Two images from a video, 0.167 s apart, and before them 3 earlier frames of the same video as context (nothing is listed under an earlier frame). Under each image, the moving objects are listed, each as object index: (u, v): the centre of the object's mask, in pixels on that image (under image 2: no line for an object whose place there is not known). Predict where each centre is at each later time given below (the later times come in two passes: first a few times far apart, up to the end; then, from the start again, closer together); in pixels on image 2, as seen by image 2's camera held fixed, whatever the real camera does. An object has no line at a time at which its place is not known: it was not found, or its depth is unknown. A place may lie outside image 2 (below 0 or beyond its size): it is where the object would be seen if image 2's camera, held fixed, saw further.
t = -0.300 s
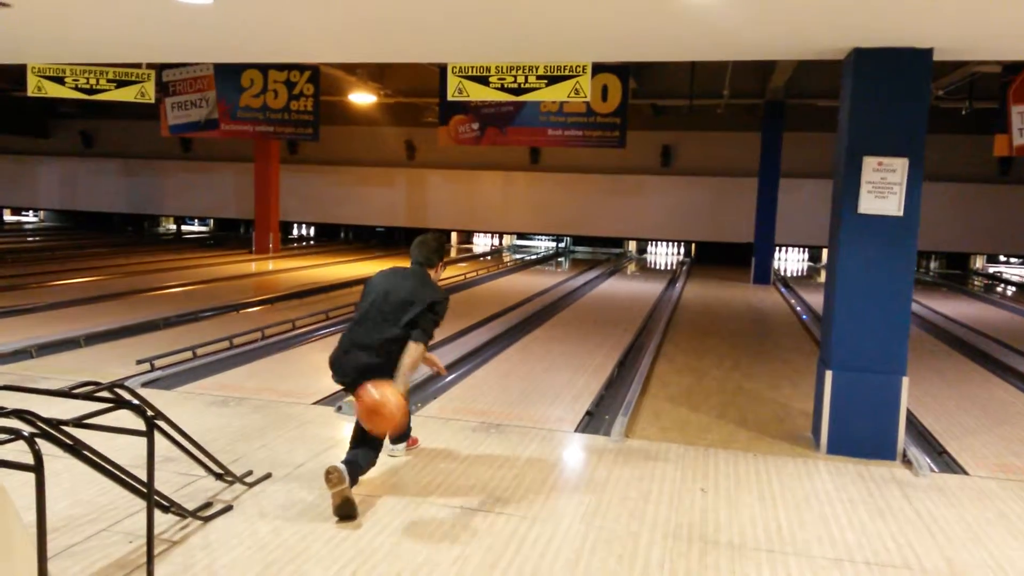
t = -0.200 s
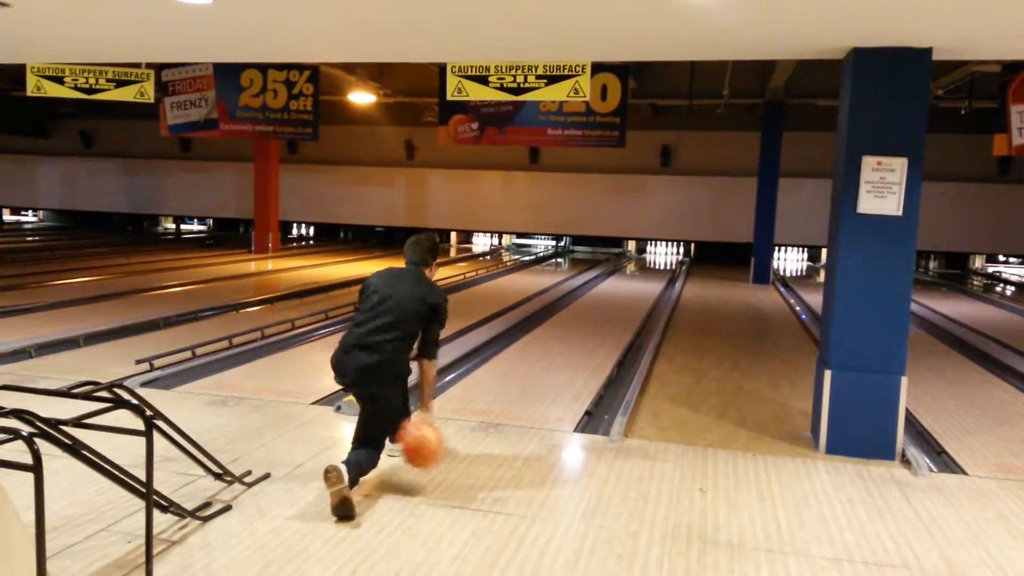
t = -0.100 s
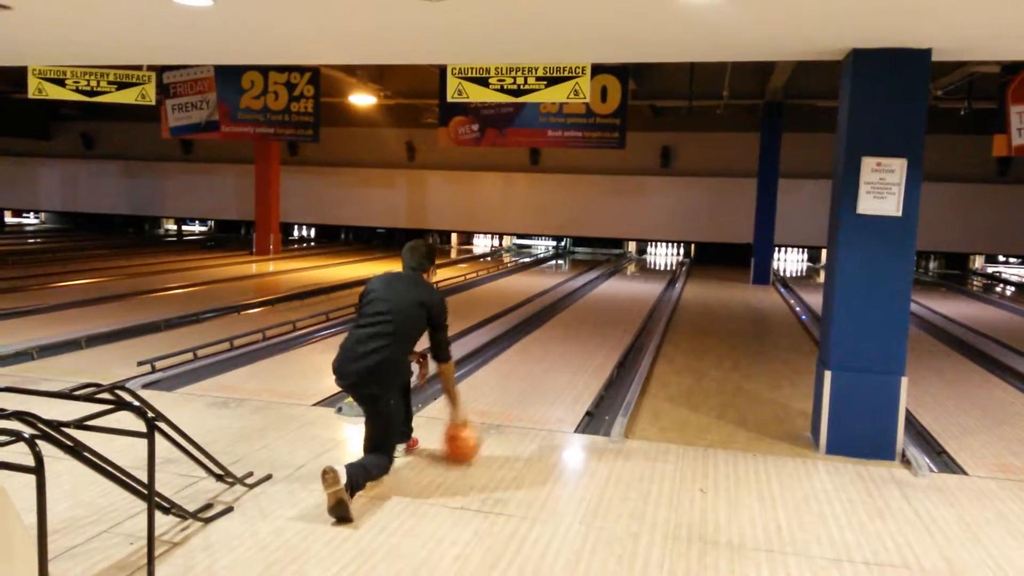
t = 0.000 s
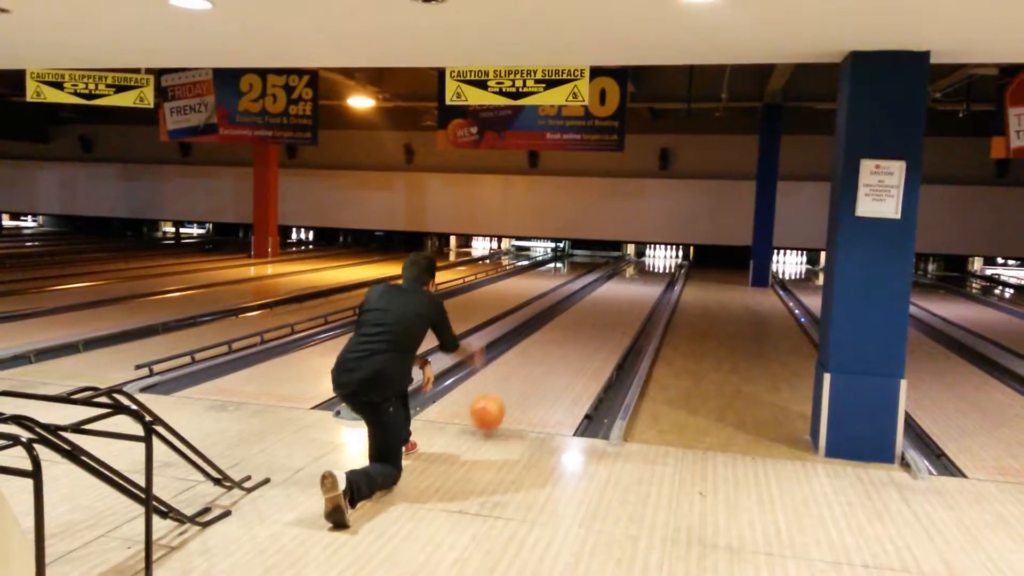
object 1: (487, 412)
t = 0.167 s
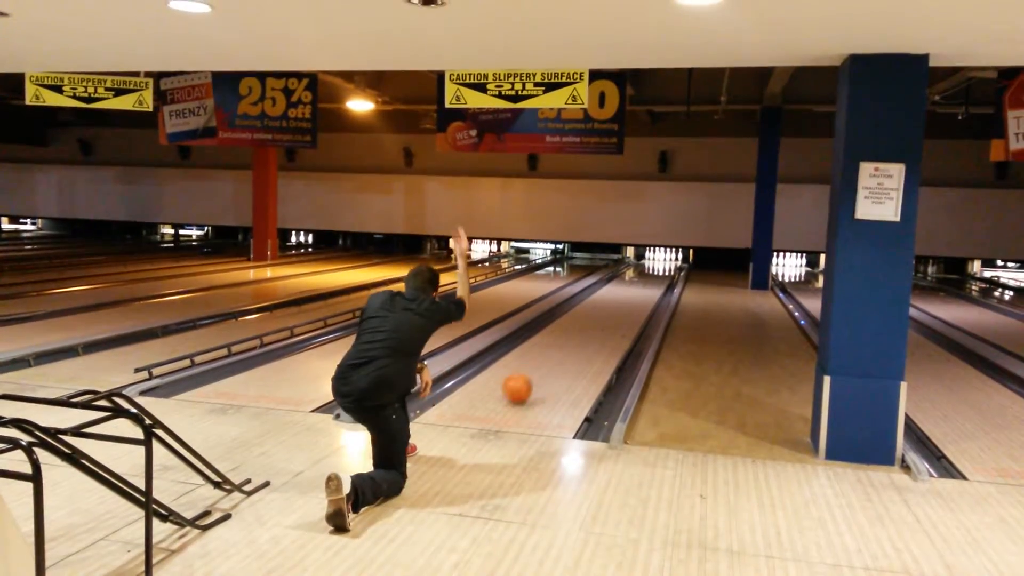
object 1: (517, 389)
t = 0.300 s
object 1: (535, 368)
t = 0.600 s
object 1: (562, 337)
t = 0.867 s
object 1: (577, 321)
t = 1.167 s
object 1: (589, 307)
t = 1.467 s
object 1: (598, 298)
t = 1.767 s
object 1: (605, 290)
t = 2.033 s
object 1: (609, 282)
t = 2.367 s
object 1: (614, 277)
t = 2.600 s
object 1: (618, 274)
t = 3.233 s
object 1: (626, 267)
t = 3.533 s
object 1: (627, 264)
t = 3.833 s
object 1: (628, 263)
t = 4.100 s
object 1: (633, 258)
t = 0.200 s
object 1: (522, 383)
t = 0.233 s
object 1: (527, 377)
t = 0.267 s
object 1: (531, 373)
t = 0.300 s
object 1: (535, 368)
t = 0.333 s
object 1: (539, 364)
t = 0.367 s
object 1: (542, 360)
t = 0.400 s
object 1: (545, 357)
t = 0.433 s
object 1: (549, 353)
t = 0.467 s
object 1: (552, 350)
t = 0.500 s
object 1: (554, 346)
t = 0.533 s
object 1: (557, 342)
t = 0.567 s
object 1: (560, 340)
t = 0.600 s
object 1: (562, 337)
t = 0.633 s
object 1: (563, 334)
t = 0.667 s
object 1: (566, 333)
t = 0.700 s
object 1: (568, 330)
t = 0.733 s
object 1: (570, 328)
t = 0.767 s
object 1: (572, 326)
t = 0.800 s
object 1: (574, 324)
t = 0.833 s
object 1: (575, 322)
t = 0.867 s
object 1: (577, 321)
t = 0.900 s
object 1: (579, 318)
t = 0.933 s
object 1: (580, 317)
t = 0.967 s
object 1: (582, 315)
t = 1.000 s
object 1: (583, 314)
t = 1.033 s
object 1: (584, 312)
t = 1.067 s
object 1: (586, 311)
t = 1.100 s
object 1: (586, 310)
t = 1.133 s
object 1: (587, 309)
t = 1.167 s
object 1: (589, 307)
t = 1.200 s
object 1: (590, 306)
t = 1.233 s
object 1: (591, 304)
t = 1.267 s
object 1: (592, 304)
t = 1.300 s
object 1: (593, 303)
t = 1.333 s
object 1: (593, 302)
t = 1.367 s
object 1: (594, 301)
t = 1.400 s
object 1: (595, 299)
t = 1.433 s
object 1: (596, 299)
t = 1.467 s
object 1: (598, 298)
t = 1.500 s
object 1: (598, 297)
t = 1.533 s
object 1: (599, 295)
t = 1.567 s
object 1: (600, 294)
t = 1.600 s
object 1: (601, 294)
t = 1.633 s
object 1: (602, 293)
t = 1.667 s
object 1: (602, 292)
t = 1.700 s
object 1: (603, 290)
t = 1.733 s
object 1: (604, 290)
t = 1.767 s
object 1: (605, 290)
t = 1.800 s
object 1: (605, 289)
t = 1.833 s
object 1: (606, 288)
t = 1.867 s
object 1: (606, 287)
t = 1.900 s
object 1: (607, 287)
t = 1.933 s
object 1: (608, 286)
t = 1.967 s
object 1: (608, 284)
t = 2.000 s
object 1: (609, 283)
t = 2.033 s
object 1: (609, 282)
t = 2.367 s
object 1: (614, 277)
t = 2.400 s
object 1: (614, 277)
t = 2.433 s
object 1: (615, 277)
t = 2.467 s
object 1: (615, 277)
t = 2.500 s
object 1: (616, 276)
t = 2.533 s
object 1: (616, 276)
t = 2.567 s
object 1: (617, 275)
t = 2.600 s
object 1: (618, 274)
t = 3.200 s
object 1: (626, 267)
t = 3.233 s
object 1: (626, 267)
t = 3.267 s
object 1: (626, 265)
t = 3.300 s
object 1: (626, 265)
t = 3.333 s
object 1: (627, 265)
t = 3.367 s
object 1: (627, 264)
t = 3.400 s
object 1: (627, 263)
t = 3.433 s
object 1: (626, 263)
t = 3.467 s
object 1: (627, 263)
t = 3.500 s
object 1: (627, 264)
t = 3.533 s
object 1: (627, 264)
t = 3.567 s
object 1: (626, 264)
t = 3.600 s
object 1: (626, 264)
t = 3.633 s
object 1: (625, 264)
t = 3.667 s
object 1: (627, 265)
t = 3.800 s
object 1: (628, 262)
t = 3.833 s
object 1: (628, 263)
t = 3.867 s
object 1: (628, 263)
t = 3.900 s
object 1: (630, 261)
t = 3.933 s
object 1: (630, 261)
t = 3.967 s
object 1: (630, 260)
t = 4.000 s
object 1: (631, 260)
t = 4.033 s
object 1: (631, 260)
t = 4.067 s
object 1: (632, 260)
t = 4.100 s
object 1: (633, 258)
